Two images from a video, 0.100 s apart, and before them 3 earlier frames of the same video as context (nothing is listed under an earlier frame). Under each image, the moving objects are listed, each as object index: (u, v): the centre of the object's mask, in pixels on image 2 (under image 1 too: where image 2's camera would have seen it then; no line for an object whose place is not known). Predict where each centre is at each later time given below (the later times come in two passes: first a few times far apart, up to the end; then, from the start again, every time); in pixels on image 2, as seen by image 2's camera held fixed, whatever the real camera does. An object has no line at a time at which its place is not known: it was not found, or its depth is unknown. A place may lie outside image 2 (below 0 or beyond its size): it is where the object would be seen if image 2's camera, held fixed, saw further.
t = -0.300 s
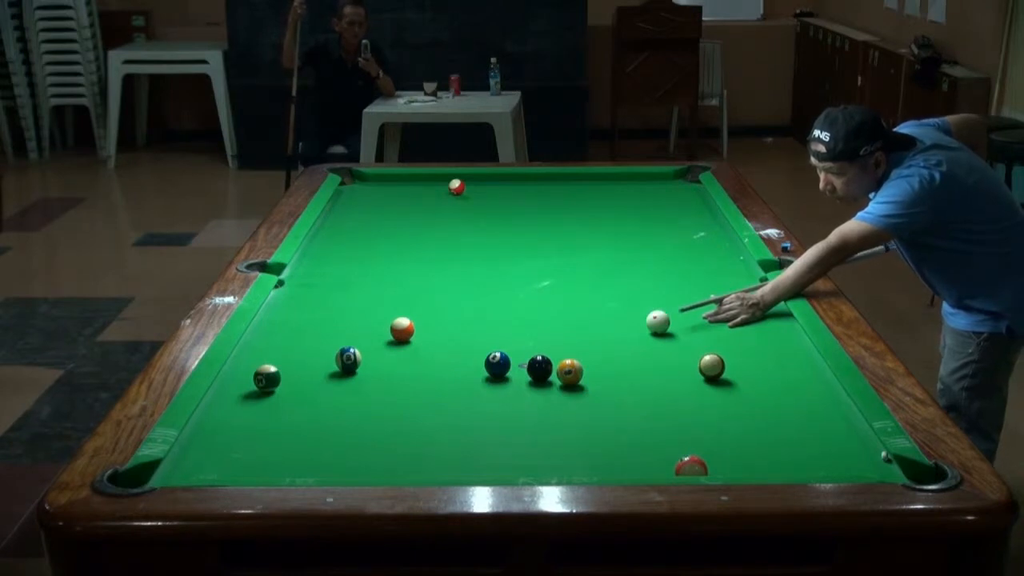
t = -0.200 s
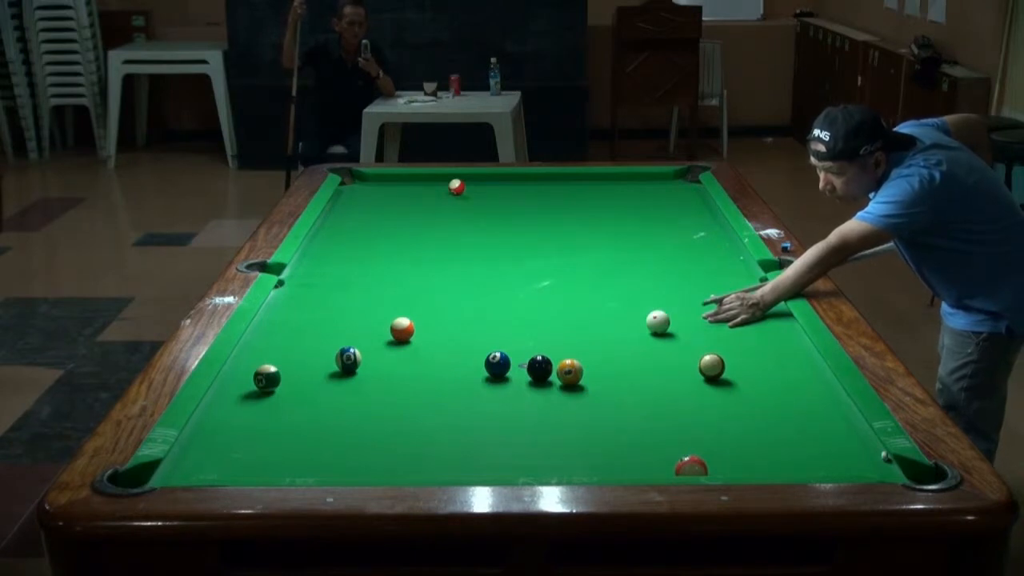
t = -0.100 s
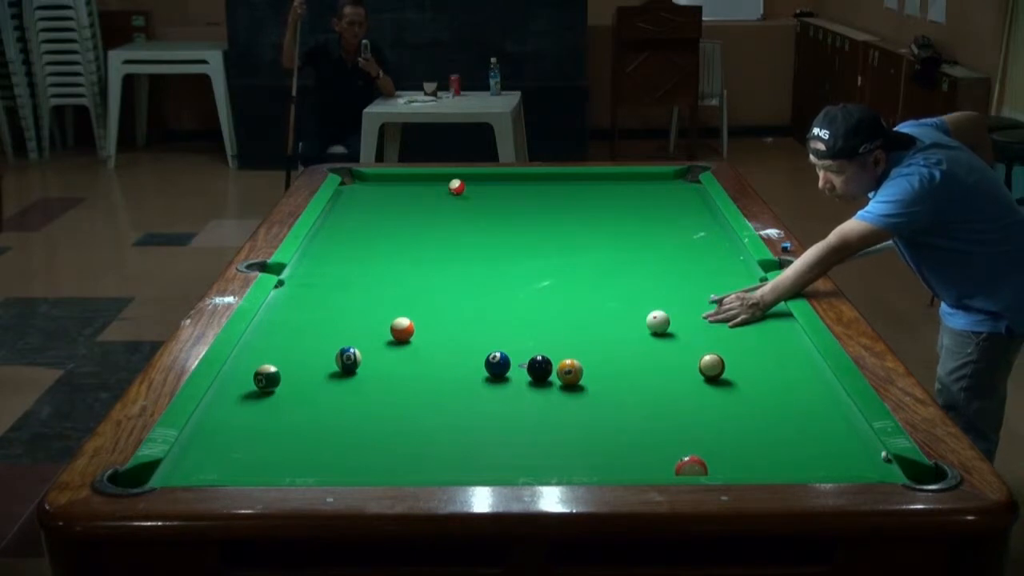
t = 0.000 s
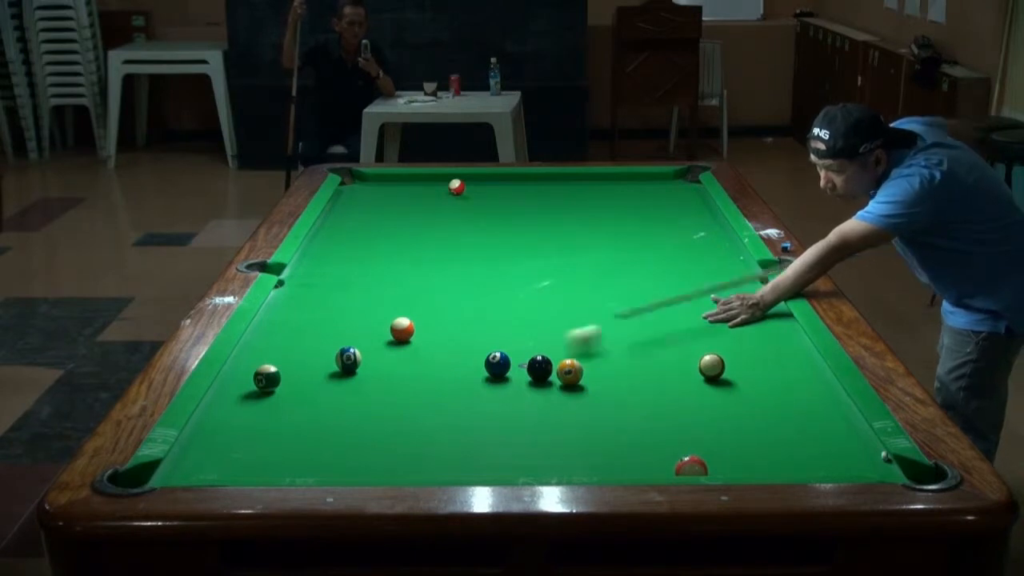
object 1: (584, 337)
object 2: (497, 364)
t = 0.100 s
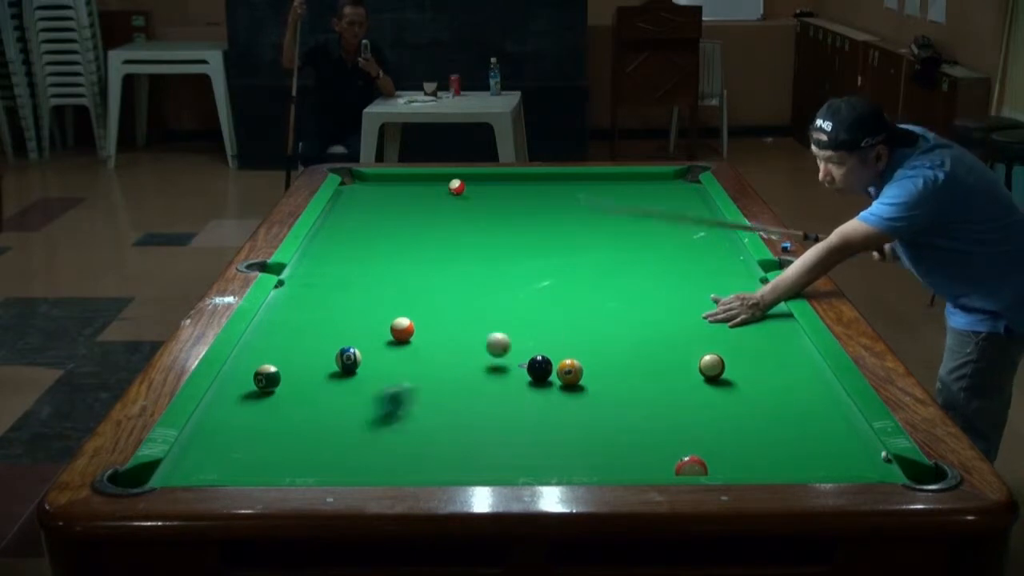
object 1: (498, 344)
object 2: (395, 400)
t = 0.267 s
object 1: (447, 343)
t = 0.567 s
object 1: (332, 339)
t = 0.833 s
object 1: (267, 336)
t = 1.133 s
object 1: (324, 328)
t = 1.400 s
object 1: (370, 321)
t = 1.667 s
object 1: (414, 312)
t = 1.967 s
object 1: (456, 307)
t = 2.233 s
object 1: (492, 301)
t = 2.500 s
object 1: (525, 296)
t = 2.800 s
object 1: (559, 291)
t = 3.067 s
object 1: (586, 287)
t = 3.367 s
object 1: (614, 283)
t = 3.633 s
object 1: (636, 279)
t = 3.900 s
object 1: (657, 276)
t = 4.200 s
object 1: (678, 273)
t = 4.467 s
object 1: (694, 271)
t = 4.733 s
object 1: (709, 268)
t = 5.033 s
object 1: (723, 266)
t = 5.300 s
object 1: (734, 265)
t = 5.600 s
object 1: (744, 263)
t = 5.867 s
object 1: (742, 263)
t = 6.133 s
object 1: (739, 263)
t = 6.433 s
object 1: (737, 263)
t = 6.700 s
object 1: (738, 263)
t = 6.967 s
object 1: (738, 263)
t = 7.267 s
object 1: (738, 263)
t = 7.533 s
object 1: (738, 263)
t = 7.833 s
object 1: (738, 263)
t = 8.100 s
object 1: (738, 263)
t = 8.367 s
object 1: (738, 263)
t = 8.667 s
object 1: (738, 263)
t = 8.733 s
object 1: (738, 263)
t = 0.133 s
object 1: (488, 345)
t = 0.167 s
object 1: (479, 347)
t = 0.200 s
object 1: (468, 344)
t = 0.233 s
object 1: (458, 344)
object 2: (131, 482)
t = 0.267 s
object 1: (447, 343)
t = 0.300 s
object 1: (435, 343)
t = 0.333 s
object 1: (423, 342)
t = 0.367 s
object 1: (410, 341)
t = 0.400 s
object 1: (397, 341)
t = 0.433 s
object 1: (383, 341)
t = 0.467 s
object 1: (371, 341)
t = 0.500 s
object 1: (359, 339)
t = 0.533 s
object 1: (345, 338)
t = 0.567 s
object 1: (332, 339)
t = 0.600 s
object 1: (319, 340)
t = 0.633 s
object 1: (306, 339)
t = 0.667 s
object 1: (294, 339)
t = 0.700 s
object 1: (281, 338)
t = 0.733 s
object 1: (268, 338)
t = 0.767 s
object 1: (256, 339)
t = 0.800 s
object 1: (259, 338)
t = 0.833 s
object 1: (267, 336)
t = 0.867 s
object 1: (274, 335)
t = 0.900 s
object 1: (281, 334)
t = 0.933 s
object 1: (287, 333)
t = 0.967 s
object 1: (293, 332)
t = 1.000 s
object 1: (299, 332)
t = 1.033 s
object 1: (306, 330)
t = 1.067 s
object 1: (312, 330)
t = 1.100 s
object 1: (318, 329)
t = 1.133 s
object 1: (324, 328)
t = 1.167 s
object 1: (330, 327)
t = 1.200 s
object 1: (336, 326)
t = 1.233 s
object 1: (342, 325)
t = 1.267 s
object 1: (347, 324)
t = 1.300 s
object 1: (353, 323)
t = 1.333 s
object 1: (359, 322)
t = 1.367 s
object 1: (364, 321)
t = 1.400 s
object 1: (370, 321)
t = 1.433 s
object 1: (375, 320)
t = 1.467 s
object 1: (381, 319)
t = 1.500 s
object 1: (385, 317)
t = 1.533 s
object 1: (390, 315)
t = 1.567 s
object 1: (396, 312)
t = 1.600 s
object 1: (402, 311)
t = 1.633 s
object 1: (408, 311)
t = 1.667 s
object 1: (414, 312)
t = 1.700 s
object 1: (418, 312)
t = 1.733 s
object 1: (423, 312)
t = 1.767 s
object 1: (428, 311)
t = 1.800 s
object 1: (433, 310)
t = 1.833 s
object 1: (437, 310)
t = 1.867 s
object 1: (442, 309)
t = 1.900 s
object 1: (447, 308)
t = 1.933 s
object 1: (452, 307)
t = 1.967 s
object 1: (456, 307)
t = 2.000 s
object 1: (461, 306)
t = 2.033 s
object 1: (466, 305)
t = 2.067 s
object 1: (470, 305)
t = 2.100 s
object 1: (475, 304)
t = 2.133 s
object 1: (479, 303)
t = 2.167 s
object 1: (484, 303)
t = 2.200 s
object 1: (488, 302)
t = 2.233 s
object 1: (492, 301)
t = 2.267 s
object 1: (496, 301)
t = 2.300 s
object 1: (501, 300)
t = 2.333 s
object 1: (505, 299)
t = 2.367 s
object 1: (509, 299)
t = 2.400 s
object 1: (513, 298)
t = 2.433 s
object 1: (517, 297)
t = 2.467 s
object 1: (521, 297)
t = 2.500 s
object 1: (525, 296)
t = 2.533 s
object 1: (529, 296)
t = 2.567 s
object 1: (532, 295)
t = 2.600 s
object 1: (537, 294)
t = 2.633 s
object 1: (541, 294)
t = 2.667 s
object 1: (544, 293)
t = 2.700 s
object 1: (548, 293)
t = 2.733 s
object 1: (552, 292)
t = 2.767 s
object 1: (555, 292)
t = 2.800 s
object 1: (559, 291)
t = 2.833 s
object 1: (562, 291)
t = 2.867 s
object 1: (566, 290)
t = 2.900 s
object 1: (569, 289)
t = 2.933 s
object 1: (573, 289)
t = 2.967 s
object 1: (576, 288)
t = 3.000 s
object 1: (579, 288)
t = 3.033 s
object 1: (583, 287)
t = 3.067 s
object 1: (586, 287)
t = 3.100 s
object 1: (589, 286)
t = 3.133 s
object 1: (593, 286)
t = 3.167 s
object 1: (596, 285)
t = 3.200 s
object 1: (599, 285)
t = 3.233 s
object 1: (602, 284)
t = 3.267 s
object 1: (605, 284)
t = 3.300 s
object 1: (608, 283)
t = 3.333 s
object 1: (611, 283)
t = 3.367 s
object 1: (614, 283)
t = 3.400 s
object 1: (617, 282)
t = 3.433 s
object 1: (620, 282)
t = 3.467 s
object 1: (623, 281)
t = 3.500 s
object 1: (625, 281)
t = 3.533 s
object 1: (628, 281)
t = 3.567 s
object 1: (631, 280)
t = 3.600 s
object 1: (634, 280)
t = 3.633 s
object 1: (636, 279)
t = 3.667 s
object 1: (639, 279)
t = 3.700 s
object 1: (642, 278)
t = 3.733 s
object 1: (644, 278)
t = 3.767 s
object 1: (647, 277)
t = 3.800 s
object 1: (649, 277)
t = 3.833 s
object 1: (652, 277)
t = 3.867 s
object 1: (655, 276)
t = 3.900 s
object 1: (657, 276)
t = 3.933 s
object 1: (660, 276)
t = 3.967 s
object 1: (662, 275)
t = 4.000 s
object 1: (664, 275)
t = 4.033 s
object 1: (666, 274)
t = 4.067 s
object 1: (669, 274)
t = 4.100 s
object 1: (671, 274)
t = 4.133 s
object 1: (673, 274)
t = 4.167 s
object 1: (676, 273)
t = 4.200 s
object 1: (678, 273)
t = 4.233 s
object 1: (680, 273)
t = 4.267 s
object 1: (682, 273)
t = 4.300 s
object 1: (684, 272)
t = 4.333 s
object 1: (686, 272)
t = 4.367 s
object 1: (688, 271)
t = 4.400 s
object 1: (690, 271)
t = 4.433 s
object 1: (692, 271)
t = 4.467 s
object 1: (694, 271)
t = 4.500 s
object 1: (696, 270)
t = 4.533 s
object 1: (698, 270)
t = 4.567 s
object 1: (700, 270)
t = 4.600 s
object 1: (702, 270)
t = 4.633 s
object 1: (703, 269)
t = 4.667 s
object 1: (705, 269)
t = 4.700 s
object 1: (707, 269)
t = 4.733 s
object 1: (709, 268)
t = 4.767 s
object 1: (711, 268)
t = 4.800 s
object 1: (713, 268)
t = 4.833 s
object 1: (714, 268)
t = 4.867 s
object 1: (716, 268)
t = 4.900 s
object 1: (717, 267)
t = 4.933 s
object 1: (719, 267)
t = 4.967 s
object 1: (720, 267)
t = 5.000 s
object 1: (722, 267)
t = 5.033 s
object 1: (723, 266)
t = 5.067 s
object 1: (725, 266)
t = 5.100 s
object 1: (726, 266)
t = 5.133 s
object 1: (727, 266)
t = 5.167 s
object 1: (729, 266)
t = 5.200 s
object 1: (730, 265)
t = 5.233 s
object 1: (731, 265)
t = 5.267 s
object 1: (733, 265)
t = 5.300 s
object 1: (734, 265)
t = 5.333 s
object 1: (735, 265)
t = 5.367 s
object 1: (736, 264)
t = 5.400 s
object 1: (738, 264)
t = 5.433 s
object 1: (739, 264)
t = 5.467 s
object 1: (740, 264)
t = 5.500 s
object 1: (741, 264)
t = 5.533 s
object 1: (742, 264)
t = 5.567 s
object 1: (743, 263)
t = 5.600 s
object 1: (744, 263)
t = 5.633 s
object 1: (744, 263)
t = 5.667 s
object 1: (745, 263)
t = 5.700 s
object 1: (744, 263)
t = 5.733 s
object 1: (744, 263)
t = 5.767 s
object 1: (743, 263)
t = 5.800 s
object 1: (743, 263)
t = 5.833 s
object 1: (743, 263)
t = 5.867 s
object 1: (742, 263)
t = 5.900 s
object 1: (742, 263)
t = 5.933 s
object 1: (741, 263)
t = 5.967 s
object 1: (741, 263)
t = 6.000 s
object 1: (741, 263)
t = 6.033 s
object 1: (740, 263)
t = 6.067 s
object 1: (740, 263)
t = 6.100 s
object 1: (739, 263)
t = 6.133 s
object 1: (739, 263)
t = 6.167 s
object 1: (739, 263)
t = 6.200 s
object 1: (739, 263)
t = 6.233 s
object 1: (738, 263)
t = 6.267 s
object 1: (738, 263)
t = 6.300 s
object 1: (738, 263)
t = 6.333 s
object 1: (738, 263)
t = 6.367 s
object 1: (738, 263)
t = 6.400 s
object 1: (737, 263)
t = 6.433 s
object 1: (737, 263)
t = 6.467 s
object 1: (738, 263)
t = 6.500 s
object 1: (738, 263)
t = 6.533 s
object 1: (738, 263)
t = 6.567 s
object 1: (738, 263)
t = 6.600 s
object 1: (738, 263)
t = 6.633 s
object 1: (738, 263)
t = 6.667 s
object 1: (738, 263)
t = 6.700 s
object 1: (738, 263)
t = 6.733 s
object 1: (738, 263)
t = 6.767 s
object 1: (738, 263)
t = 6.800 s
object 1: (738, 263)
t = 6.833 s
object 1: (738, 263)
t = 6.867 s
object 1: (738, 263)
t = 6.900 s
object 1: (738, 263)
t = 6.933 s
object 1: (738, 263)
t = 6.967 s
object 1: (738, 263)
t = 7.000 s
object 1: (738, 263)
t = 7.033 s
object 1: (738, 263)
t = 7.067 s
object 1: (738, 263)
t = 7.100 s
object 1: (738, 263)
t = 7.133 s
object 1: (738, 263)
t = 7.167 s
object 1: (738, 263)
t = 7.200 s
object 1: (738, 263)
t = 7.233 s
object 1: (738, 263)
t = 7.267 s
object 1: (738, 263)
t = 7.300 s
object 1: (738, 263)
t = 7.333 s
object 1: (738, 263)
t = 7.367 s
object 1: (738, 263)
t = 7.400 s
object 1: (738, 263)
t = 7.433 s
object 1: (738, 263)
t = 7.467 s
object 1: (738, 263)
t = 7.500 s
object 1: (738, 263)
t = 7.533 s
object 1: (738, 263)
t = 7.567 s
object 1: (738, 263)
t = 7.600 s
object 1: (738, 263)
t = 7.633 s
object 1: (738, 263)
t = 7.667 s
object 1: (738, 263)
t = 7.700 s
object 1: (738, 263)
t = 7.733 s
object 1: (738, 263)
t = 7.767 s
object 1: (738, 263)
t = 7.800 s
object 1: (738, 263)
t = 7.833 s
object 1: (738, 263)
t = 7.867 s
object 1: (738, 263)
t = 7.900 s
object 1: (738, 263)
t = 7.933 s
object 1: (738, 263)
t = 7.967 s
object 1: (738, 263)
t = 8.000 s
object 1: (738, 263)
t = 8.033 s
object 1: (738, 263)
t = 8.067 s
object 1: (738, 263)
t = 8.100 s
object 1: (738, 263)
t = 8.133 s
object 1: (738, 263)
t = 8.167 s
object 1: (738, 263)
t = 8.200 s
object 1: (738, 263)
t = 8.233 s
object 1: (738, 263)
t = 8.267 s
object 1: (738, 263)
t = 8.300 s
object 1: (738, 263)
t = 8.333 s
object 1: (738, 263)
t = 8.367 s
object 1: (738, 263)
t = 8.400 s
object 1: (738, 263)
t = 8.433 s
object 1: (738, 263)
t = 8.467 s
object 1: (738, 263)
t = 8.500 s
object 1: (738, 263)
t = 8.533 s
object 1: (738, 263)
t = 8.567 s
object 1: (738, 263)
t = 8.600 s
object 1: (738, 263)
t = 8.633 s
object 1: (738, 263)
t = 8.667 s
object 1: (738, 263)
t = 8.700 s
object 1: (738, 263)
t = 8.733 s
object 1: (738, 263)
